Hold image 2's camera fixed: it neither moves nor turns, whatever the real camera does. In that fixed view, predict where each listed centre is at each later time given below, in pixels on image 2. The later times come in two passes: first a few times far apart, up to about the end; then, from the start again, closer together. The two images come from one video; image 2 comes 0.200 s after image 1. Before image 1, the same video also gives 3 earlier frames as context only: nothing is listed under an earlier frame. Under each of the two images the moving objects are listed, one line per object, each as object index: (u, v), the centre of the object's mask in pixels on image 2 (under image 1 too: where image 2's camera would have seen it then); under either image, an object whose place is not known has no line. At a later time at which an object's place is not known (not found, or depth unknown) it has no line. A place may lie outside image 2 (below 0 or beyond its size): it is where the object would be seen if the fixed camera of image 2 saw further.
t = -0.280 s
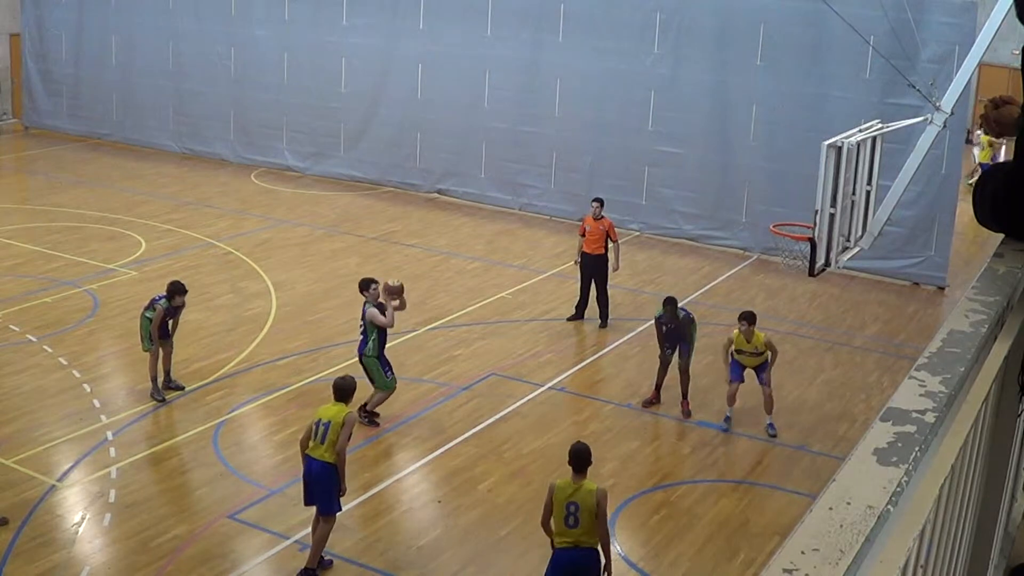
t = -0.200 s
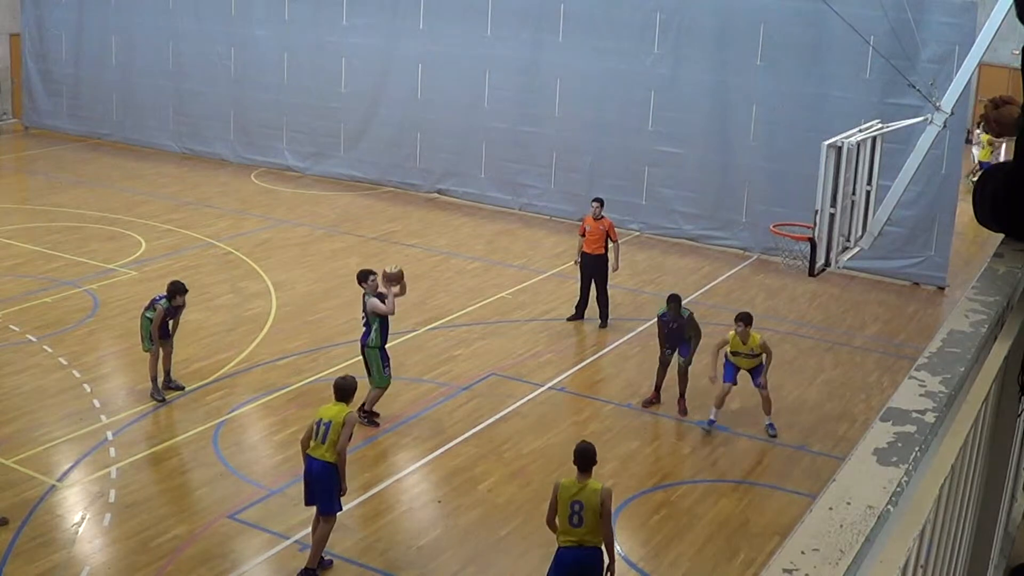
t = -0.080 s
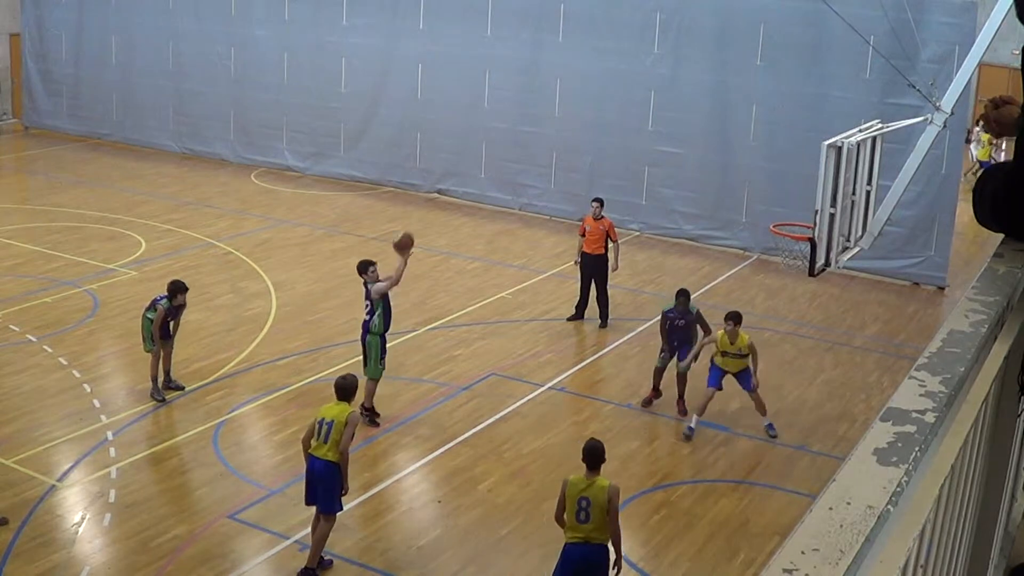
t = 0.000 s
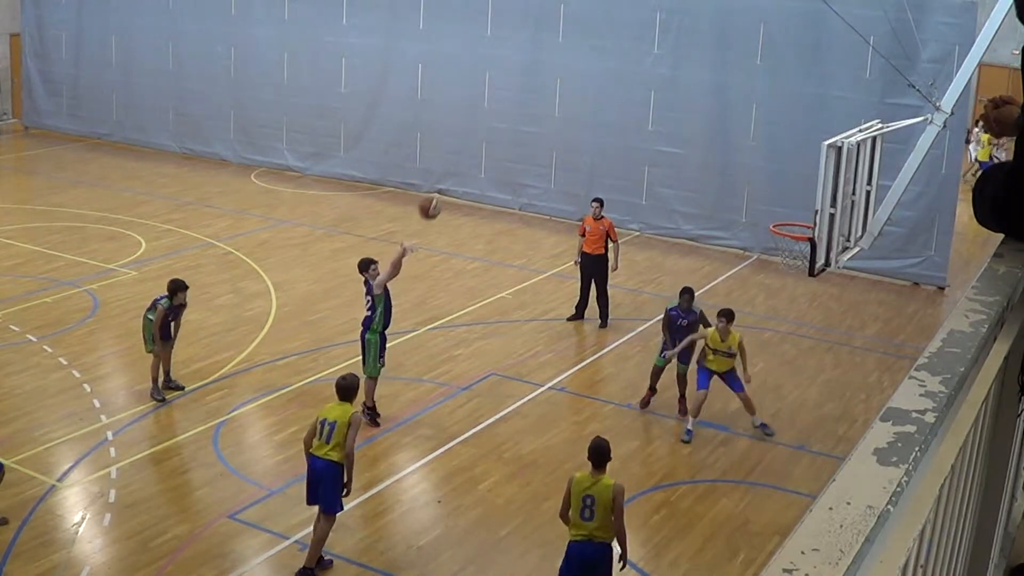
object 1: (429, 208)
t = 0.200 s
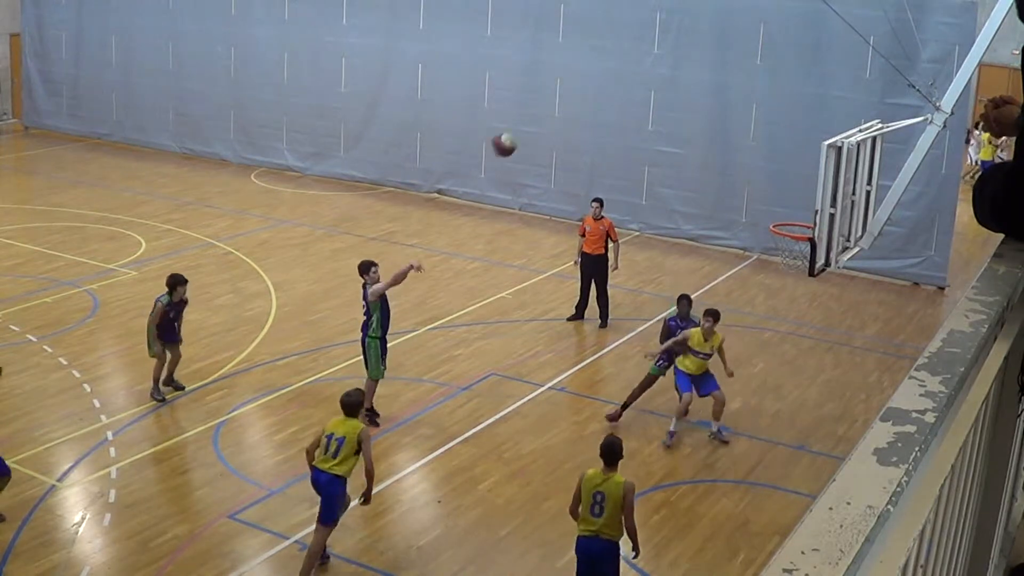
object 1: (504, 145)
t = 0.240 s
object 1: (520, 135)
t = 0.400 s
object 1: (583, 115)
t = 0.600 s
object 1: (665, 124)
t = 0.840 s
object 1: (765, 195)
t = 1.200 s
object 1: (807, 207)
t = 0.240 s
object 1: (520, 135)
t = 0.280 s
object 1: (536, 129)
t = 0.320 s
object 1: (552, 123)
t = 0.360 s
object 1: (567, 118)
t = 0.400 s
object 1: (583, 115)
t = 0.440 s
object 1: (599, 113)
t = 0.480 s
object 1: (615, 114)
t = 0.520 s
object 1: (632, 116)
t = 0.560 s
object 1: (649, 119)
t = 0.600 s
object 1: (665, 124)
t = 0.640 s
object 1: (682, 132)
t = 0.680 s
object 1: (699, 140)
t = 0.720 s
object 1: (715, 151)
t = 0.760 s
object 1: (732, 163)
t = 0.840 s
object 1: (765, 195)
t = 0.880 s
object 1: (783, 212)
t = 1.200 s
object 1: (807, 207)
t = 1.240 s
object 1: (805, 208)
